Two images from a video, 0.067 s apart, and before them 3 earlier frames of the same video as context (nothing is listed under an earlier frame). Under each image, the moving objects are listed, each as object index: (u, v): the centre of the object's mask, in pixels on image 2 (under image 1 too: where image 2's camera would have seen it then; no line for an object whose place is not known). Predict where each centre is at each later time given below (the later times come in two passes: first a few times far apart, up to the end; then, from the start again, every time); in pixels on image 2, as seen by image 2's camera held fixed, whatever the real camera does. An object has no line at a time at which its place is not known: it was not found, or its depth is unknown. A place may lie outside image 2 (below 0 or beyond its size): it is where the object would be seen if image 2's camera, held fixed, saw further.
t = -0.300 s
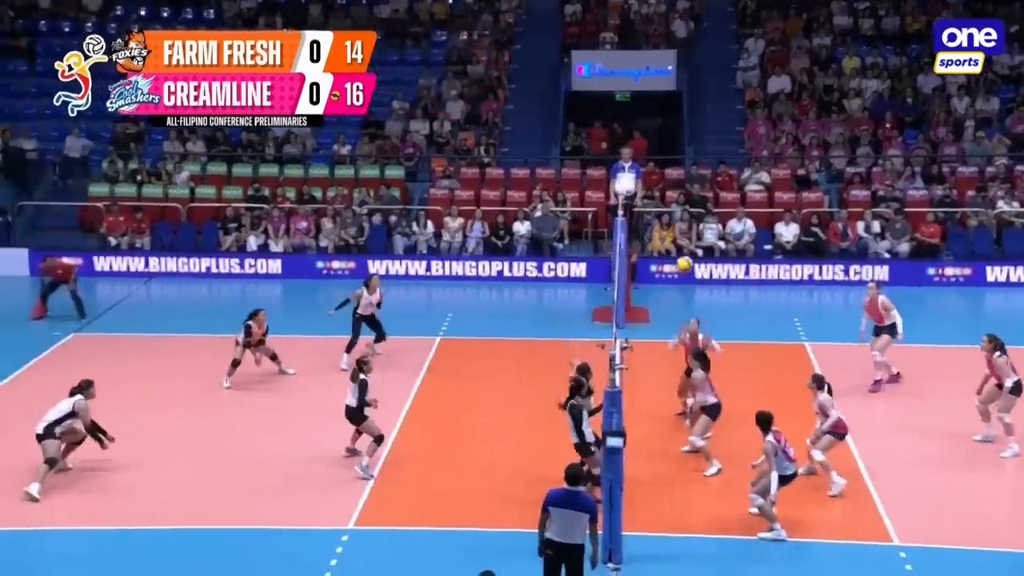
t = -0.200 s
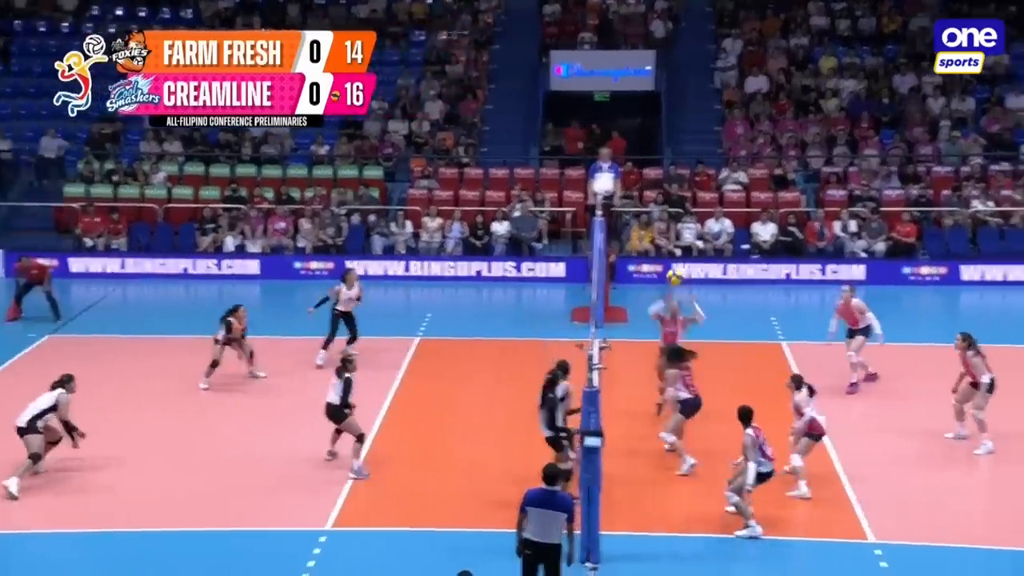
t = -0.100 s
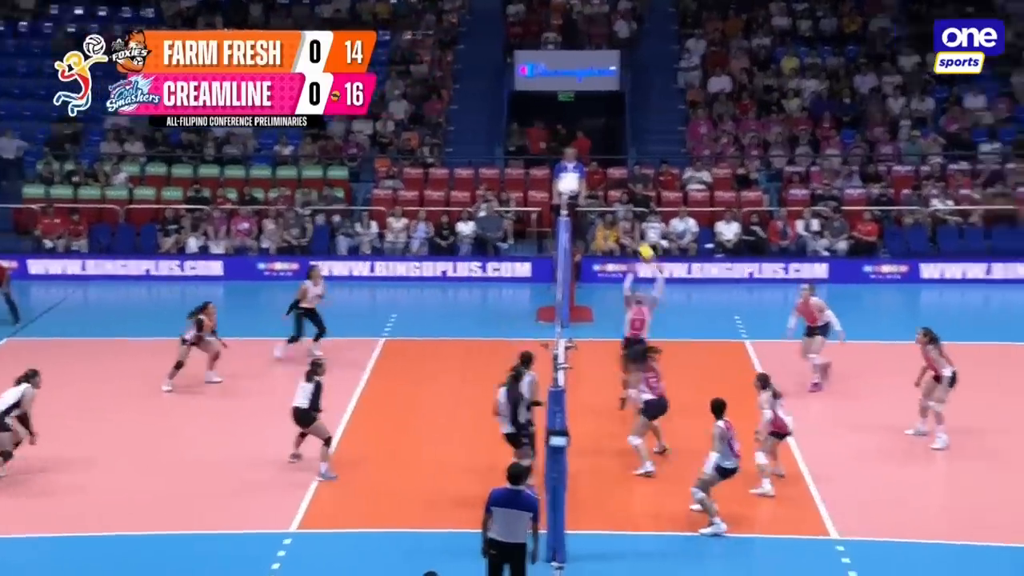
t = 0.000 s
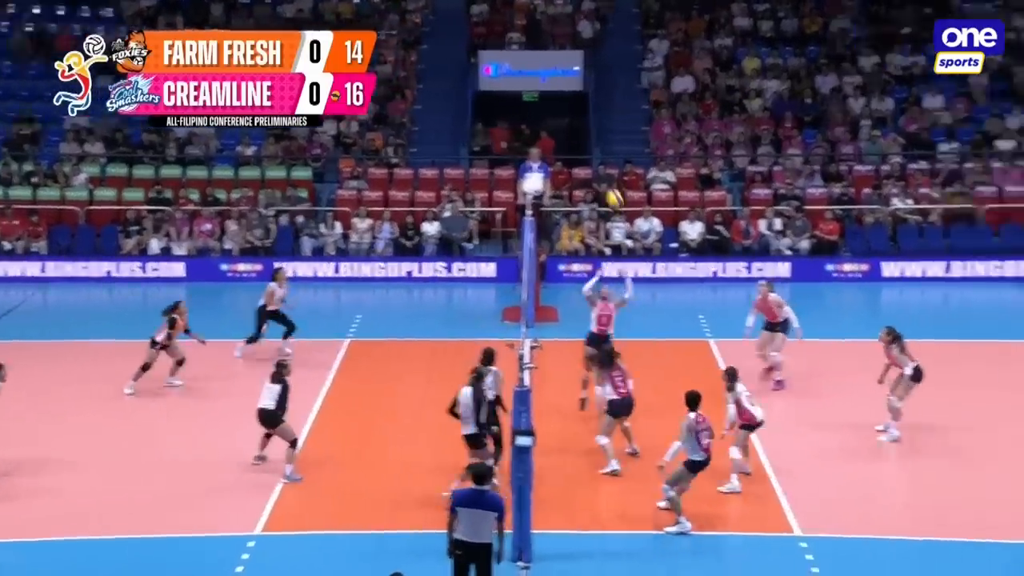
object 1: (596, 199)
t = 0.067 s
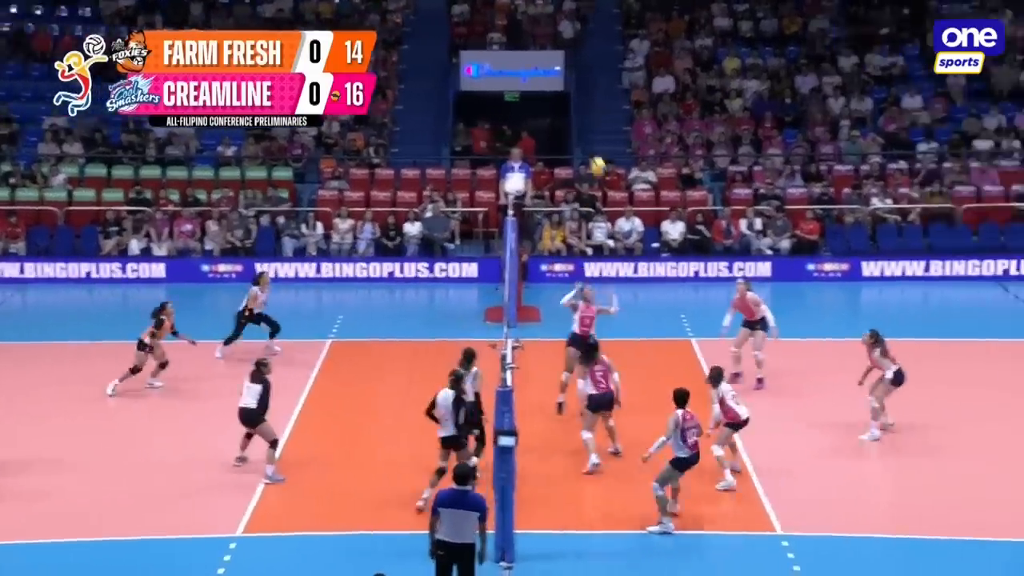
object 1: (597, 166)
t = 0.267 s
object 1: (601, 90)
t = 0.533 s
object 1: (607, 36)
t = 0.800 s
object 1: (612, 34)
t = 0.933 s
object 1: (614, 54)
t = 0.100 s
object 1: (598, 151)
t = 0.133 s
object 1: (599, 138)
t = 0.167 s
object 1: (600, 125)
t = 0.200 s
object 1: (600, 112)
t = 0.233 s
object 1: (601, 101)
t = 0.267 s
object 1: (601, 90)
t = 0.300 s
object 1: (602, 80)
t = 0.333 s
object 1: (603, 72)
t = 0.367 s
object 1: (603, 63)
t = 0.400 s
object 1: (604, 56)
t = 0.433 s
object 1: (605, 50)
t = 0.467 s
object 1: (606, 44)
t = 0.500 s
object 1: (606, 40)
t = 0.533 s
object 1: (607, 36)
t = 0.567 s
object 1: (608, 32)
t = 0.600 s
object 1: (609, 30)
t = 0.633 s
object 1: (609, 29)
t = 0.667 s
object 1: (610, 28)
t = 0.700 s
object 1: (610, 28)
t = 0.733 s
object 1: (611, 29)
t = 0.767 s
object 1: (611, 31)
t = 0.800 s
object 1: (612, 34)
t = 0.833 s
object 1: (613, 38)
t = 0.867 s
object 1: (613, 43)
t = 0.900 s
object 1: (614, 48)
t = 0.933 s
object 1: (614, 54)
